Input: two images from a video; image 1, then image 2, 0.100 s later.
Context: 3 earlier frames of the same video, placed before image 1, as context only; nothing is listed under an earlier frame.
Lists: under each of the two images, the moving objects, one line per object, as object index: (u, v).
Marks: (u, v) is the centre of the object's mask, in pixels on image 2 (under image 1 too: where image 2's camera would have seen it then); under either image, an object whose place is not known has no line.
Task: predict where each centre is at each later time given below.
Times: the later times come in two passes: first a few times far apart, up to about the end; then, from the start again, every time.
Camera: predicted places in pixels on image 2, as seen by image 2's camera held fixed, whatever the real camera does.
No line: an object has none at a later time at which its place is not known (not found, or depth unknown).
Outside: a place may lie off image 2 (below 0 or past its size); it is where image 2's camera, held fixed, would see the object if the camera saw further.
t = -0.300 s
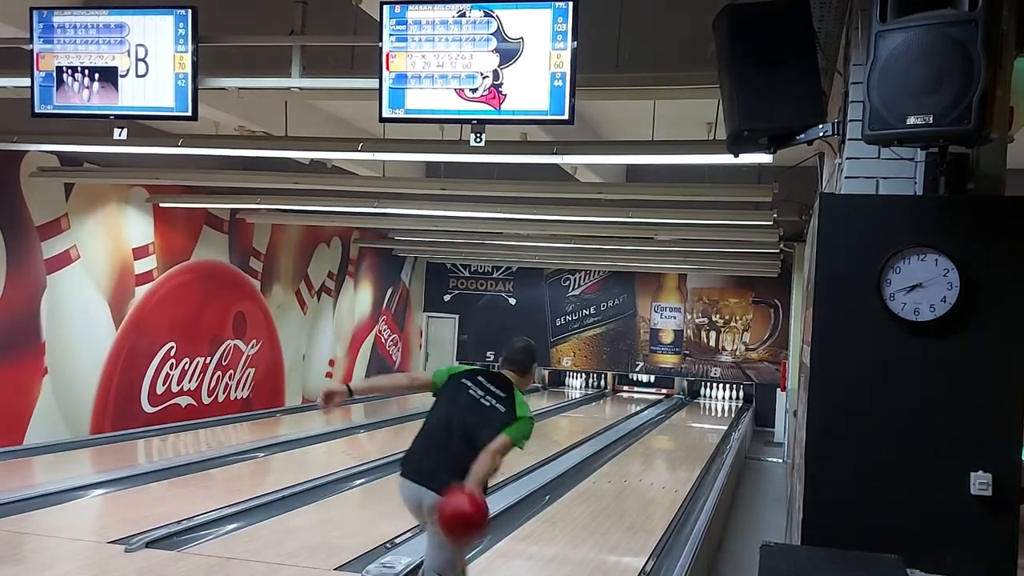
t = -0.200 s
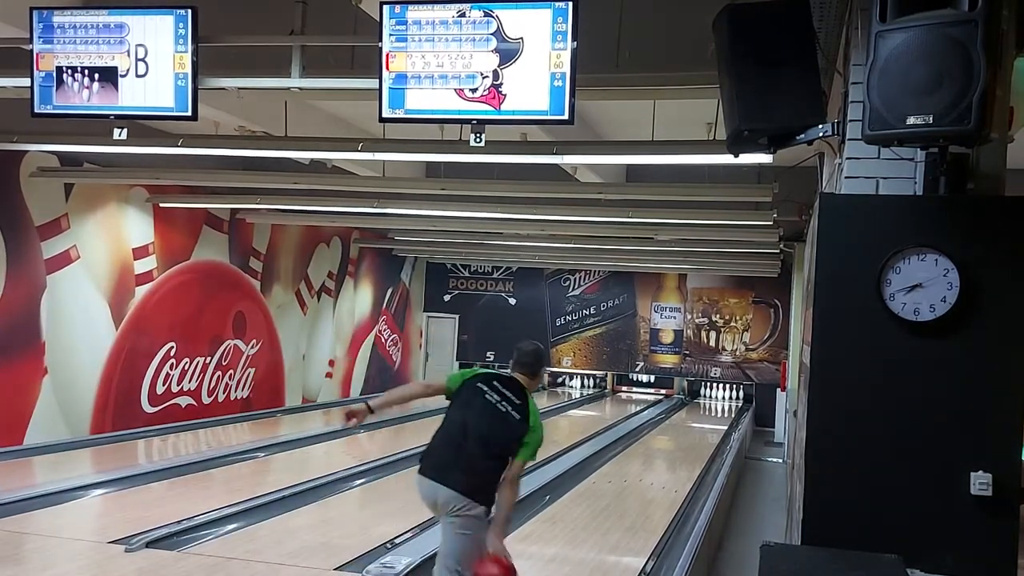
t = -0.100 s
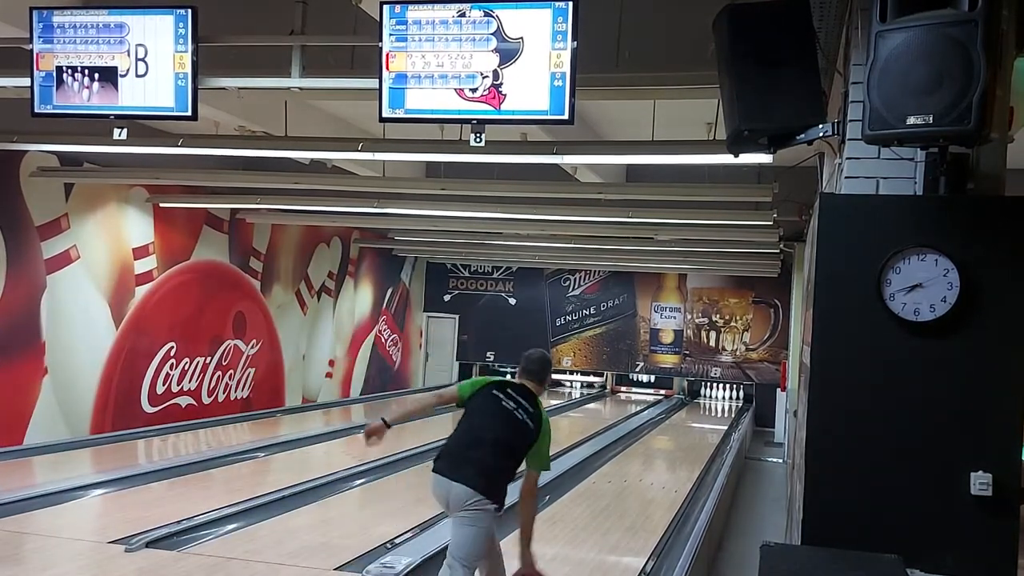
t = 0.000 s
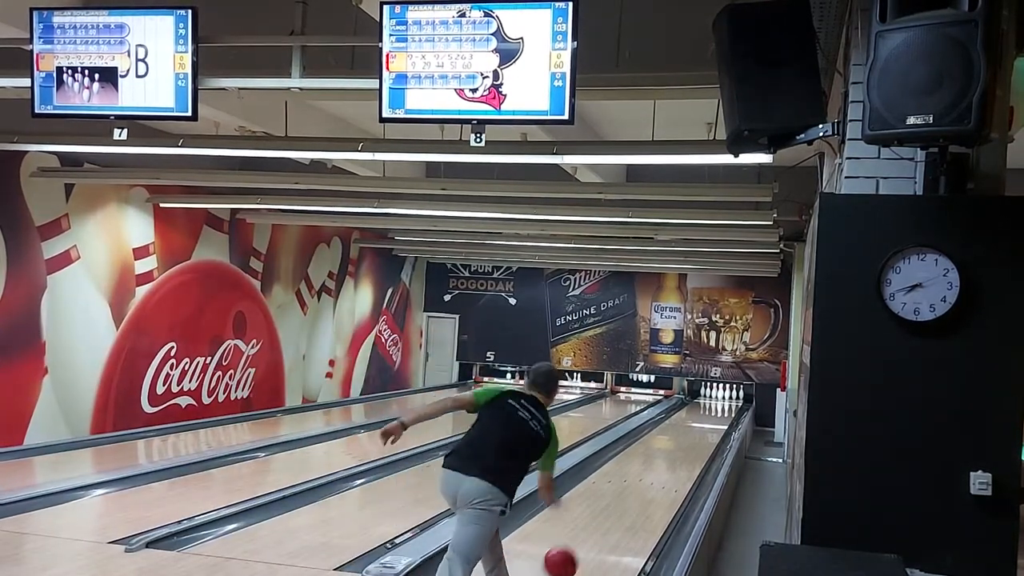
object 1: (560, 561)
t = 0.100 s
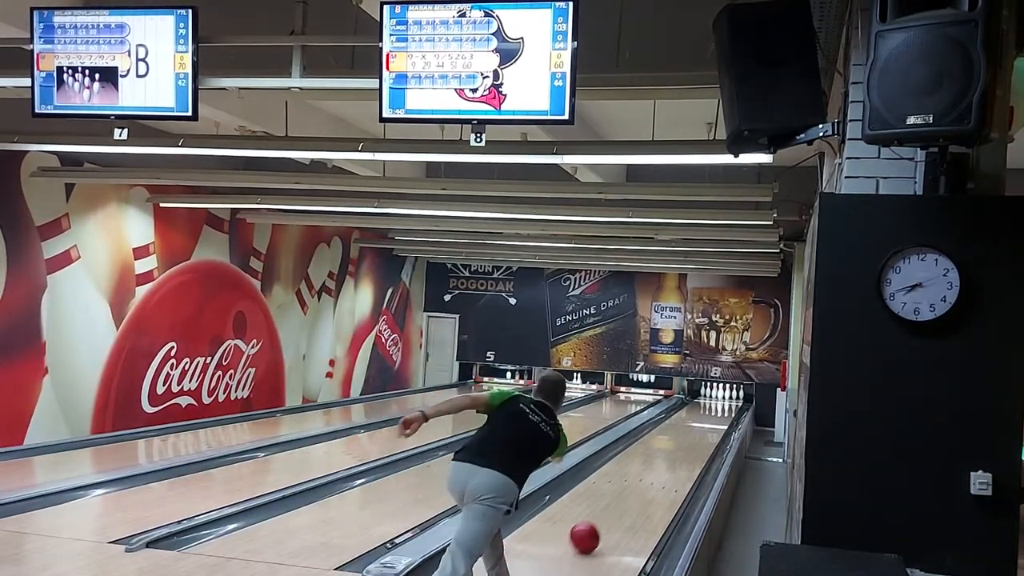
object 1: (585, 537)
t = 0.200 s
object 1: (604, 515)
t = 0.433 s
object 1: (635, 479)
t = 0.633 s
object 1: (654, 458)
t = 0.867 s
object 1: (670, 440)
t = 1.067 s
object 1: (681, 429)
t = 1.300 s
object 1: (690, 418)
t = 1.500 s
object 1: (697, 411)
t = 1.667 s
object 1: (702, 406)
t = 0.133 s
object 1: (592, 529)
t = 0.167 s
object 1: (598, 522)
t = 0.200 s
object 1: (604, 515)
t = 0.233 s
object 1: (609, 509)
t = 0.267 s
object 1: (614, 504)
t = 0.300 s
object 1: (619, 498)
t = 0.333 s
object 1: (623, 493)
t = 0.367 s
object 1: (628, 488)
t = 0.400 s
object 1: (632, 484)
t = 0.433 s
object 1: (635, 479)
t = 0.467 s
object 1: (639, 475)
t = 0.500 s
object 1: (642, 471)
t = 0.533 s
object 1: (645, 468)
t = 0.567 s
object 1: (649, 464)
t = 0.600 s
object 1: (651, 461)
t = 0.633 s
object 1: (654, 458)
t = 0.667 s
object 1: (656, 455)
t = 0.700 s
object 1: (659, 452)
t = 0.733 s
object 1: (661, 450)
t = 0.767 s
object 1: (664, 447)
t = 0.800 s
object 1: (666, 445)
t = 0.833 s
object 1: (668, 443)
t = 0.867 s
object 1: (670, 440)
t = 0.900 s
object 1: (672, 438)
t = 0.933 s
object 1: (674, 436)
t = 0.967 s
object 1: (676, 434)
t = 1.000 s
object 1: (677, 432)
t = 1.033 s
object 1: (679, 430)
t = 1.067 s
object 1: (681, 429)
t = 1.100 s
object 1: (682, 427)
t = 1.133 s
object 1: (684, 425)
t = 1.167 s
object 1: (685, 424)
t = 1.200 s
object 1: (686, 423)
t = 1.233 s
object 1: (687, 421)
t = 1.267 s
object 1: (689, 420)
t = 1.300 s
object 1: (690, 418)
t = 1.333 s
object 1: (691, 417)
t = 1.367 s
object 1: (693, 416)
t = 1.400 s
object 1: (694, 414)
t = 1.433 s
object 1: (695, 413)
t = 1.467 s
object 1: (696, 412)
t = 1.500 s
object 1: (697, 411)
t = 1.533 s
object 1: (698, 410)
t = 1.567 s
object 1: (699, 409)
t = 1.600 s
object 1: (700, 408)
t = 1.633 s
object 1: (701, 407)
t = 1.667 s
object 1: (702, 406)
